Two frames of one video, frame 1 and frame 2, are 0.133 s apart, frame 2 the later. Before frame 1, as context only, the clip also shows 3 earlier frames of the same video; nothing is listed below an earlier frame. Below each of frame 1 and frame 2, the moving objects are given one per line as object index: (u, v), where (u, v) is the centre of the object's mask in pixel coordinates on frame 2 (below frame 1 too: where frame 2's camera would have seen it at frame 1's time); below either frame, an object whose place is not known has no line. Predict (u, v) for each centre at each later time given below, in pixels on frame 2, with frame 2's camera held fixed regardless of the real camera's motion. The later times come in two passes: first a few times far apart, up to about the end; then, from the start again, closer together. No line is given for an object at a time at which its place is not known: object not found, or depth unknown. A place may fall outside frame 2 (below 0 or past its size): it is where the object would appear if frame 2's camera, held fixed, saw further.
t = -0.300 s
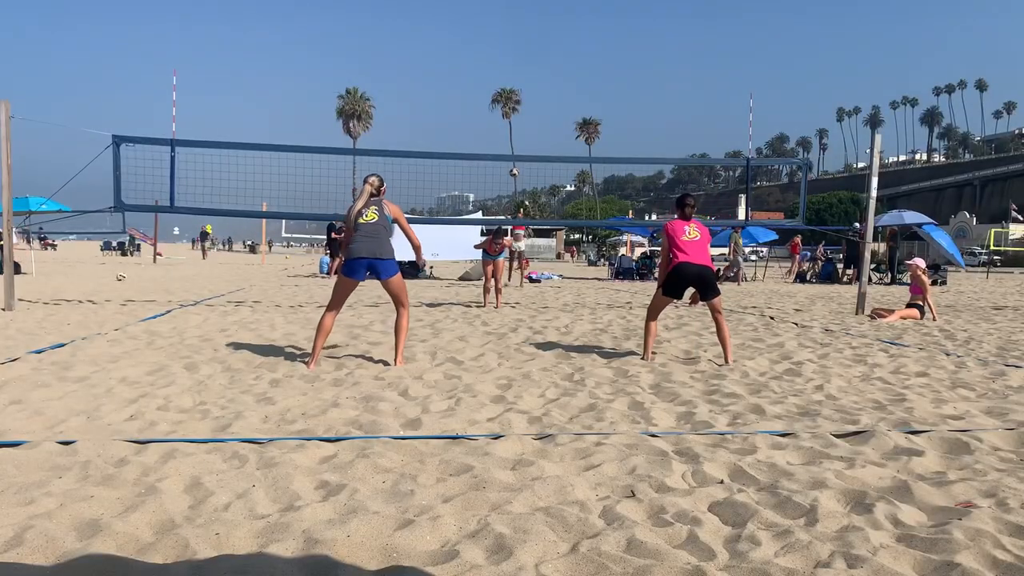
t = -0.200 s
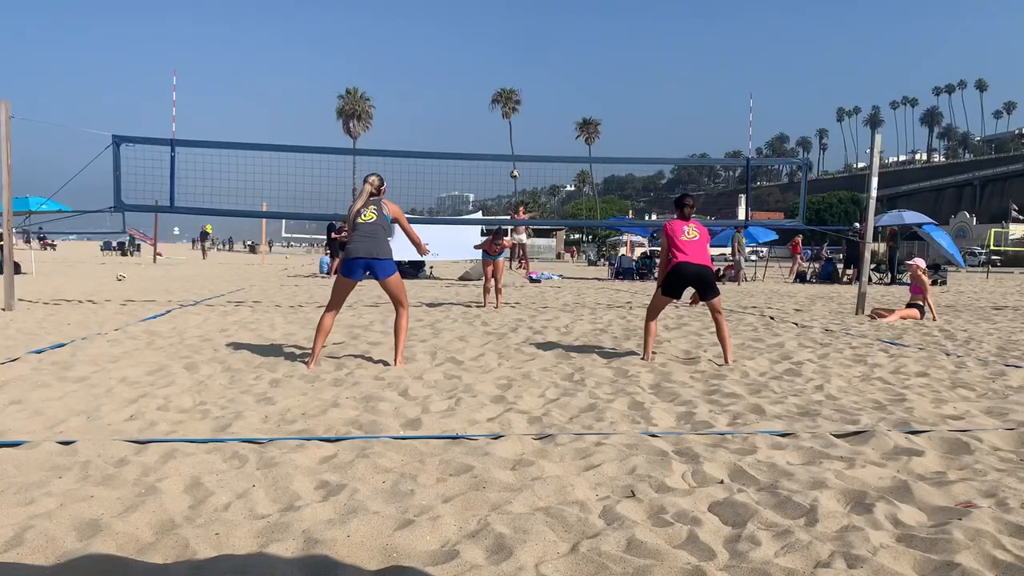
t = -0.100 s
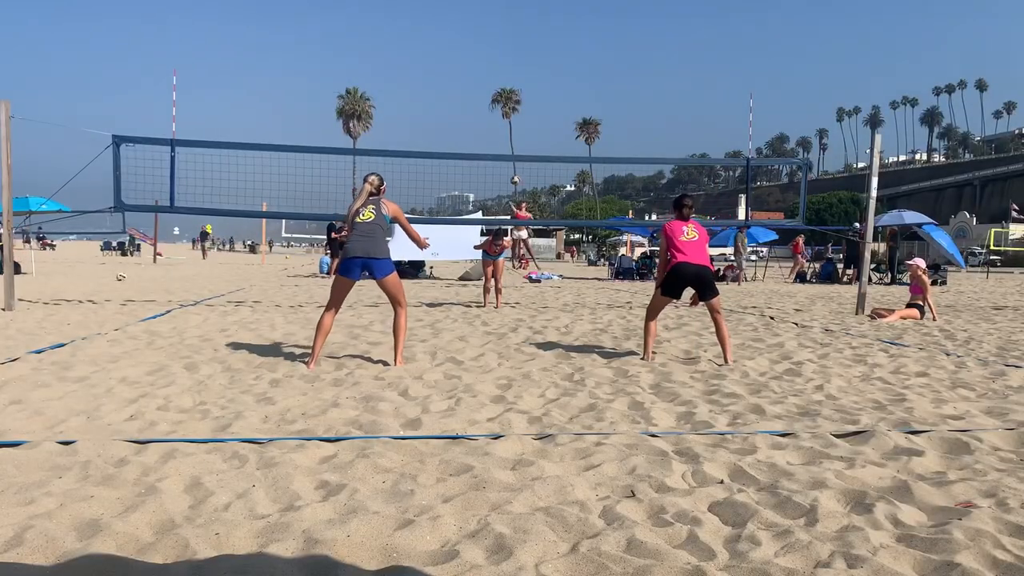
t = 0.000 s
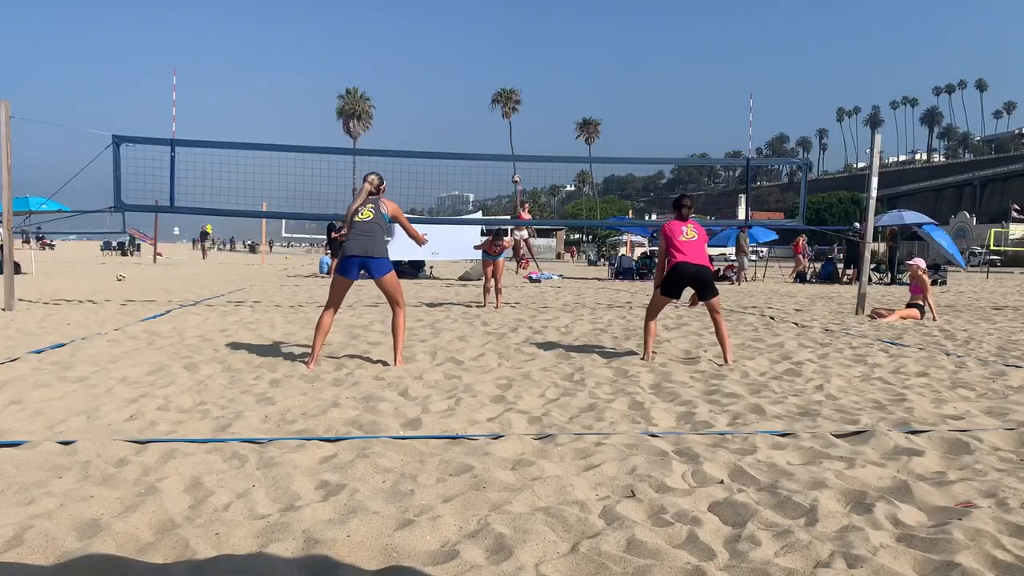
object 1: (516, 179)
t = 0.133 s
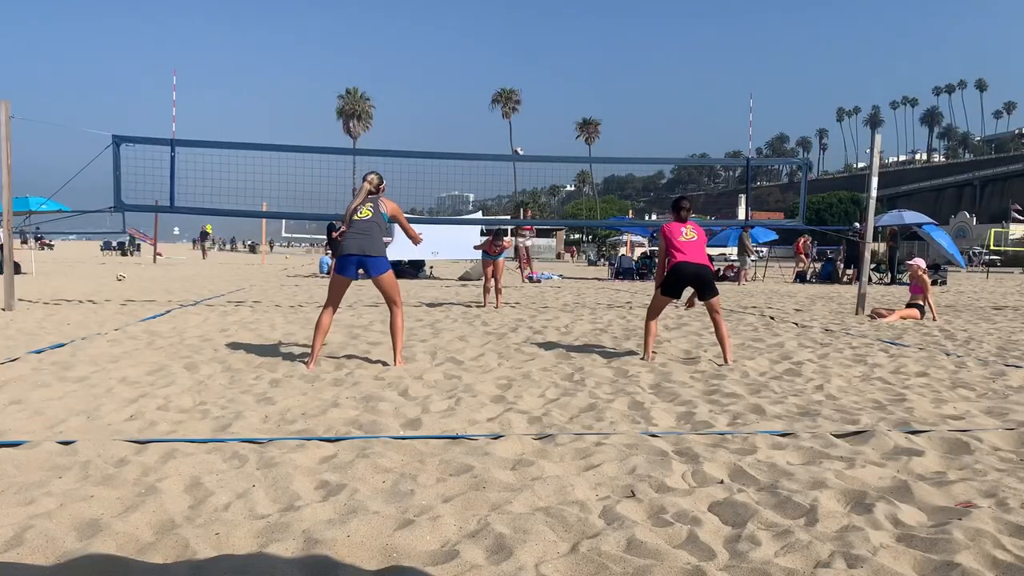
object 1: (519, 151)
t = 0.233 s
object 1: (520, 135)
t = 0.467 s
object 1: (528, 107)
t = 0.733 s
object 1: (538, 100)
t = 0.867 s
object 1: (546, 118)
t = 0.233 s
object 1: (520, 135)
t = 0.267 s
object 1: (521, 130)
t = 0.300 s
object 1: (522, 125)
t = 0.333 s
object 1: (523, 121)
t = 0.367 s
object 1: (523, 116)
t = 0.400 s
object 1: (525, 113)
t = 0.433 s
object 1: (527, 109)
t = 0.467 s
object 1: (528, 107)
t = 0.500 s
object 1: (529, 104)
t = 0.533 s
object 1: (530, 102)
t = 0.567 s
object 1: (532, 101)
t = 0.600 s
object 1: (533, 99)
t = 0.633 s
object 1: (534, 99)
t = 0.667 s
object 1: (535, 99)
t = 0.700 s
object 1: (536, 99)
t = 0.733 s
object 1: (538, 100)
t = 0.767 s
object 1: (540, 103)
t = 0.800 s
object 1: (541, 106)
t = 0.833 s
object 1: (543, 111)
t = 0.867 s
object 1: (546, 118)
